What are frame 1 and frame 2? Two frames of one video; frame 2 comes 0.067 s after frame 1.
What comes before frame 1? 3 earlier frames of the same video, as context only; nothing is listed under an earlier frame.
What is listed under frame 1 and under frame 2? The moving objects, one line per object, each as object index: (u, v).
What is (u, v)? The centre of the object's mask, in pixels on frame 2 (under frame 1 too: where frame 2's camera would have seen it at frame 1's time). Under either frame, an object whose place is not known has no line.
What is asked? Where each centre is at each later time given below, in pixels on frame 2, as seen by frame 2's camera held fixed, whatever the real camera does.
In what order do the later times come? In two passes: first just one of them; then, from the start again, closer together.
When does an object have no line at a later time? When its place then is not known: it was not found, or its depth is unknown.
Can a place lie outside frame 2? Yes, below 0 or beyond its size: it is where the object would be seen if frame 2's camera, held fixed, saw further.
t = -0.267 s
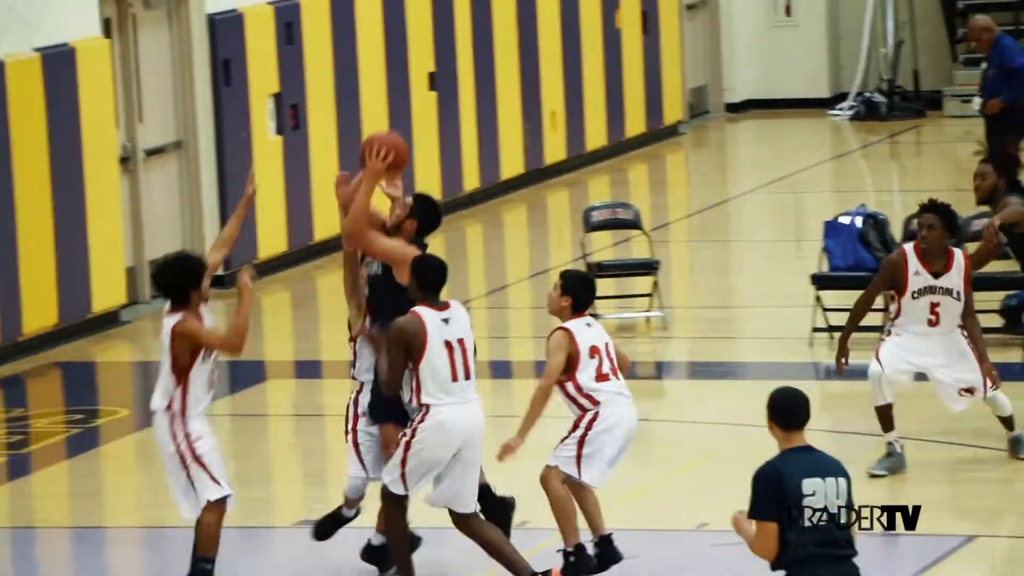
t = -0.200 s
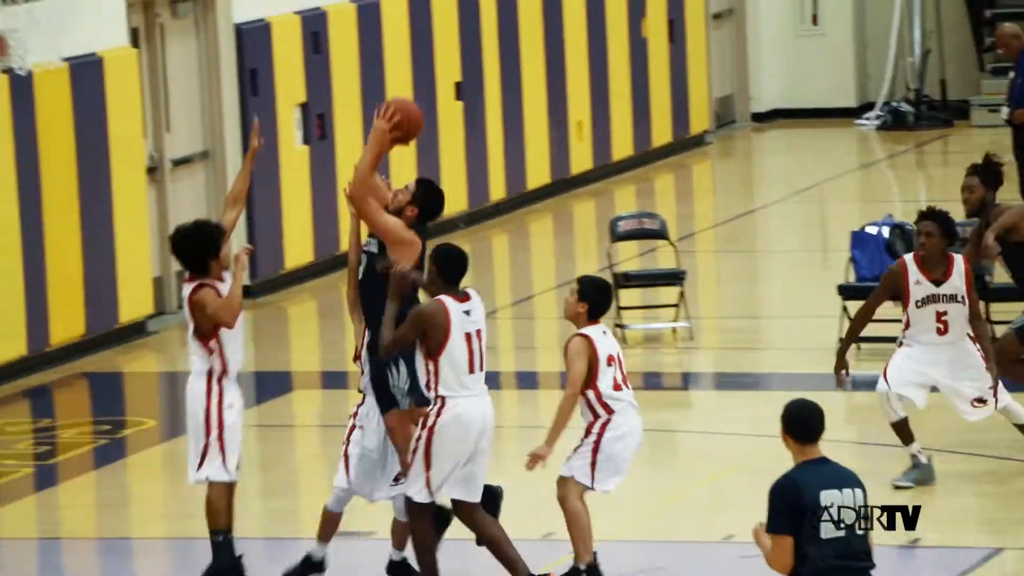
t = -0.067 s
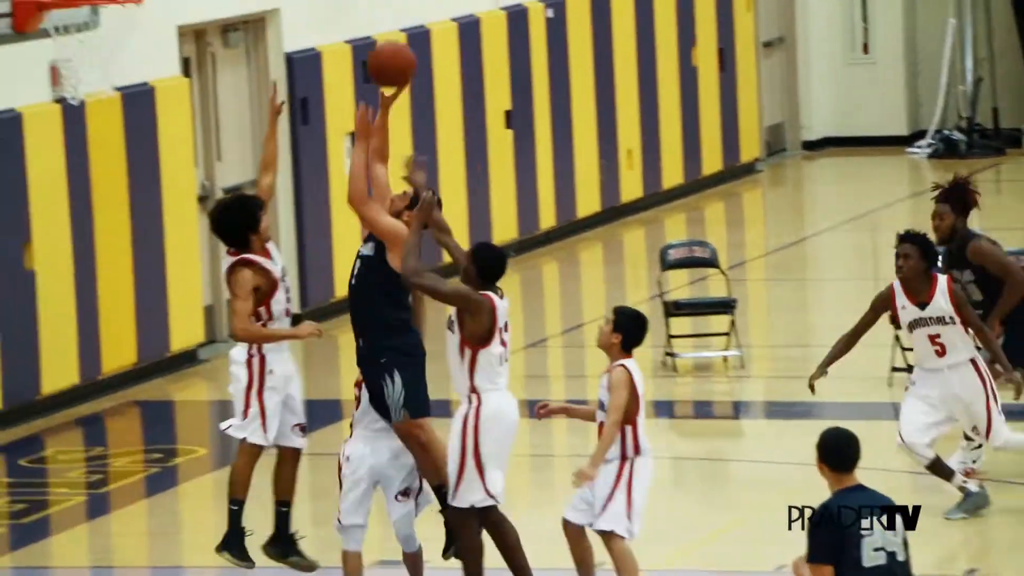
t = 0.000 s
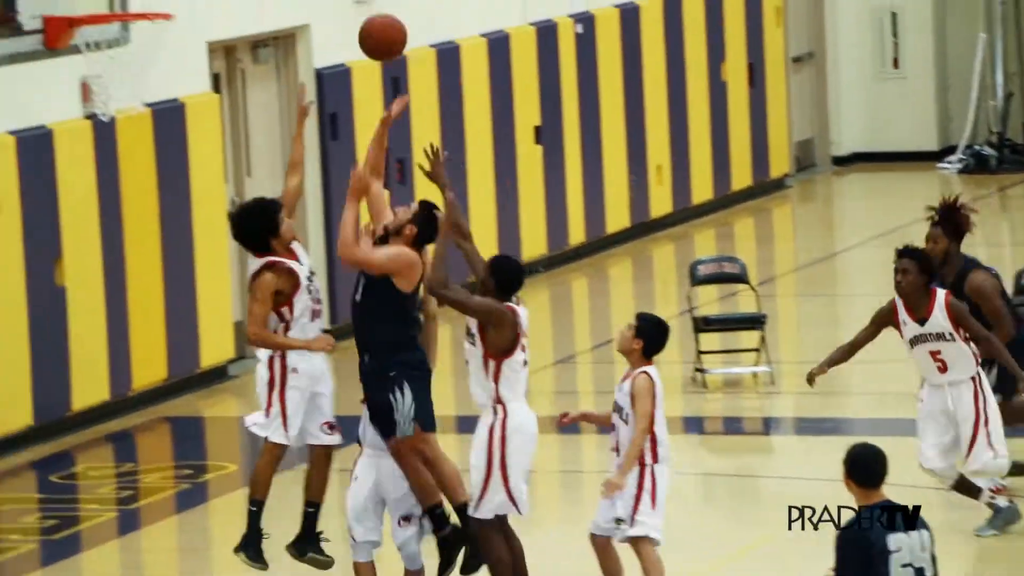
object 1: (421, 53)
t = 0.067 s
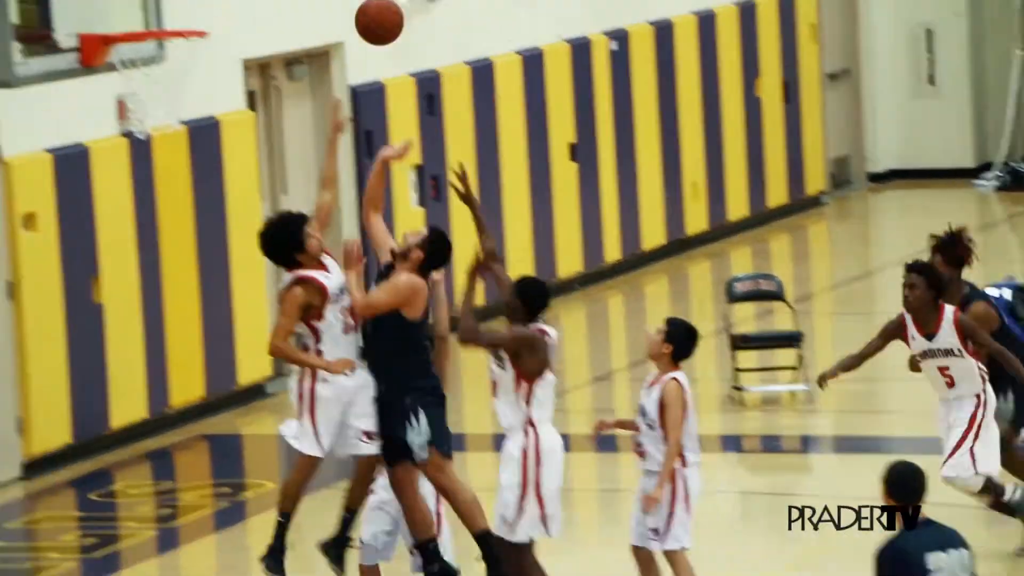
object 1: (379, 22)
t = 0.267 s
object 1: (269, -27)
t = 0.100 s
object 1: (360, 9)
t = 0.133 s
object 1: (342, -3)
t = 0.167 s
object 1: (323, -13)
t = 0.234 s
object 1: (287, -25)
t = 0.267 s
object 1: (269, -27)
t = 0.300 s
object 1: (251, -27)
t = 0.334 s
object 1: (234, -25)
